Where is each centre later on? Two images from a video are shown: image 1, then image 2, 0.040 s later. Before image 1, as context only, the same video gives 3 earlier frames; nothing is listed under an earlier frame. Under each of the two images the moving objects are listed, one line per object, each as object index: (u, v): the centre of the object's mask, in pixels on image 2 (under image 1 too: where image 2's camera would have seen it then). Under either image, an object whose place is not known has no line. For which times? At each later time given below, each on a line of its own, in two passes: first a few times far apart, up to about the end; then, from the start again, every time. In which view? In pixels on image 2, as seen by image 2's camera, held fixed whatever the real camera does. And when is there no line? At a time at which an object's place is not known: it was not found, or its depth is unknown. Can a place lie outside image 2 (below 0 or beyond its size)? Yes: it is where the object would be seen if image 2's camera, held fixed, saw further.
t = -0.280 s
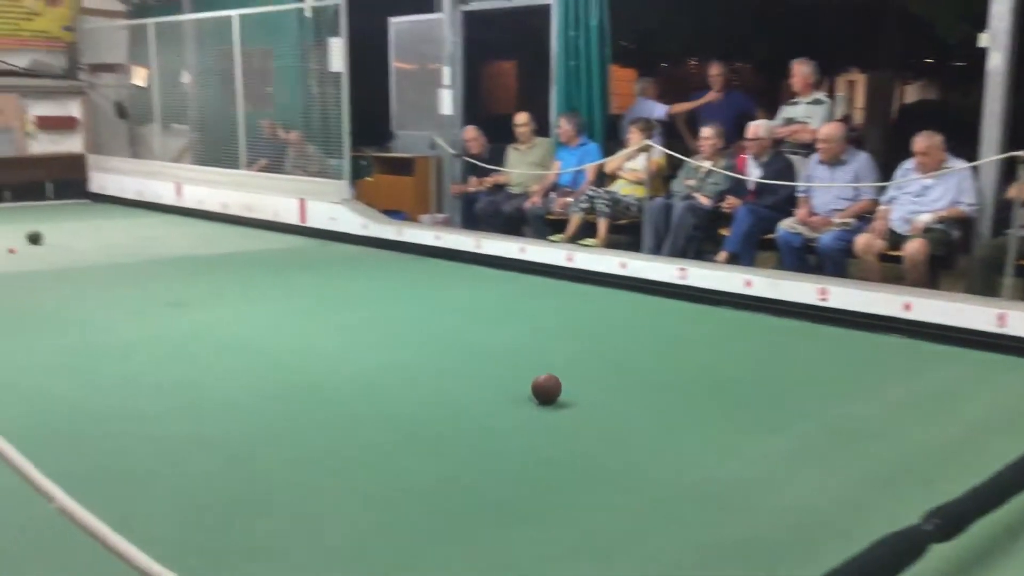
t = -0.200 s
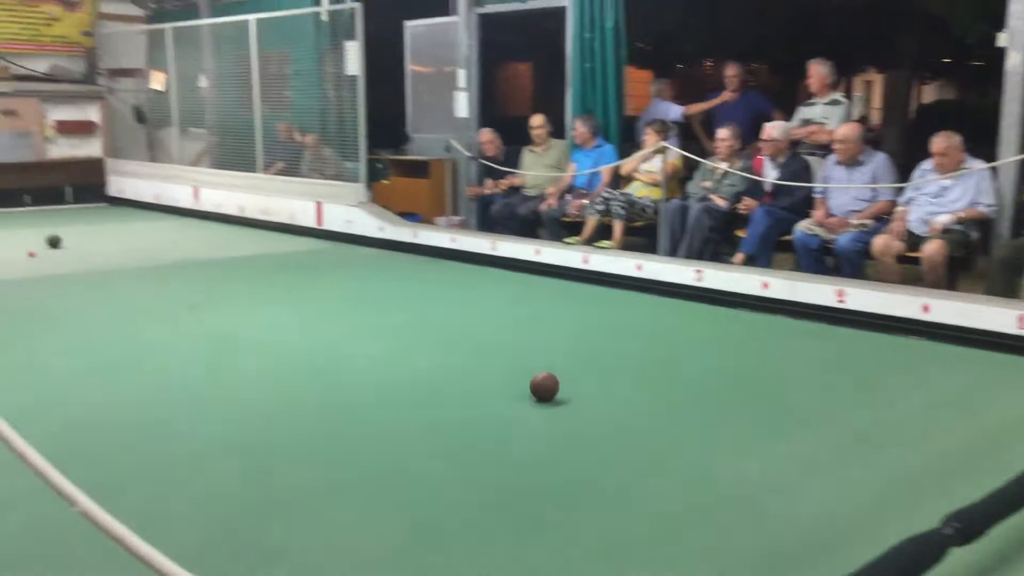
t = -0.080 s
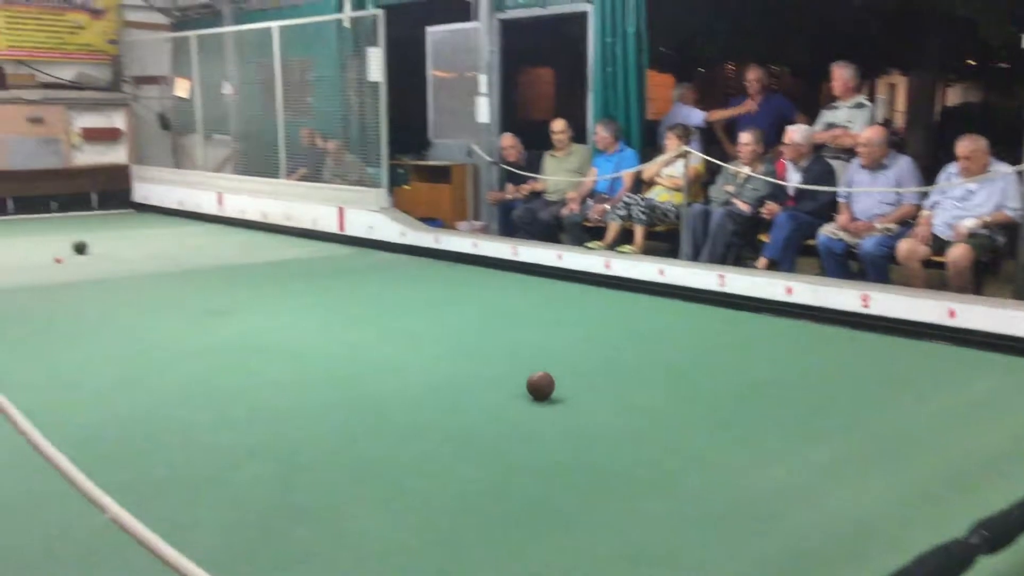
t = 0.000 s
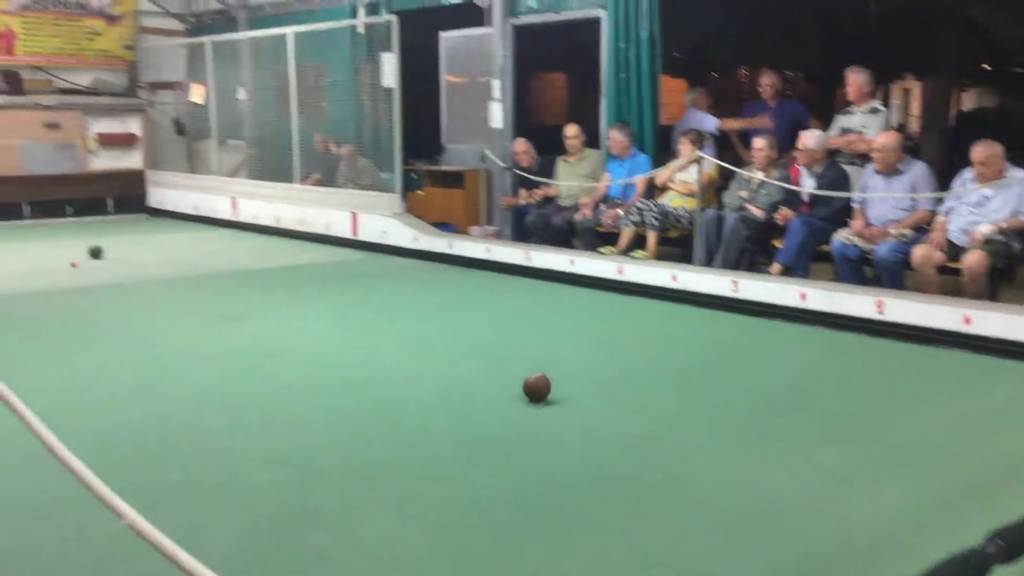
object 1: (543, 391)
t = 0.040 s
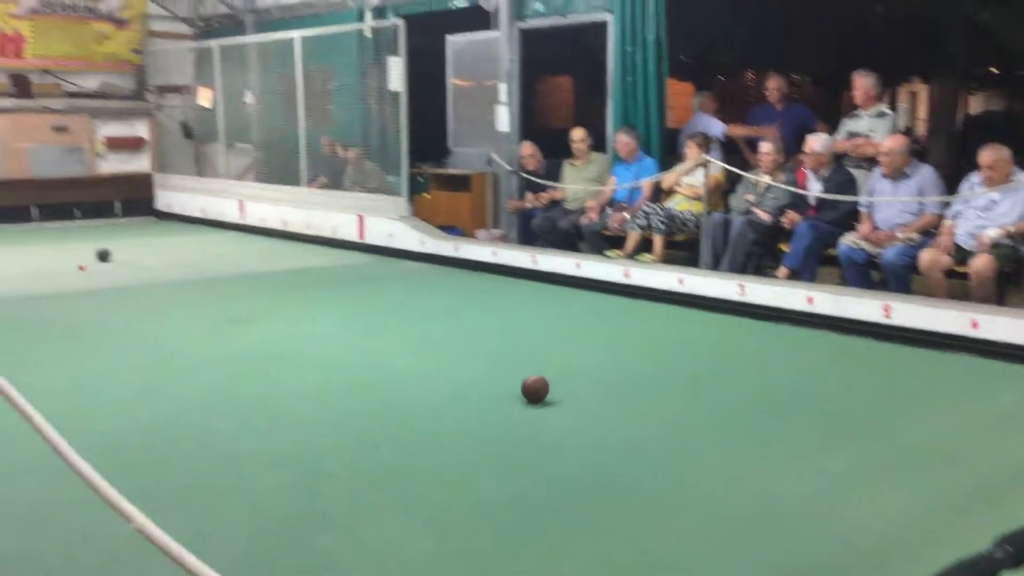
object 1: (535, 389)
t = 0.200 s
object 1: (505, 381)
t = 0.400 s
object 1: (469, 372)
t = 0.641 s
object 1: (431, 361)
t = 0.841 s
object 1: (403, 354)
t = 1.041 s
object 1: (377, 348)
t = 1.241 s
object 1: (353, 342)
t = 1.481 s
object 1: (328, 335)
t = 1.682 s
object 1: (309, 330)
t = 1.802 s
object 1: (298, 327)
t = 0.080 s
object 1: (527, 387)
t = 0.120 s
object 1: (520, 385)
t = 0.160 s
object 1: (512, 383)
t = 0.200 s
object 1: (505, 381)
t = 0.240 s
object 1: (498, 379)
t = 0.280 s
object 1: (491, 377)
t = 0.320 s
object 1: (483, 375)
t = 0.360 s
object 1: (476, 373)
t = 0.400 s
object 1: (469, 372)
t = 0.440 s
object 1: (463, 370)
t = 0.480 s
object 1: (456, 368)
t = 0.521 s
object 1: (450, 367)
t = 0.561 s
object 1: (443, 365)
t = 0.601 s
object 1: (437, 363)
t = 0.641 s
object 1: (431, 361)
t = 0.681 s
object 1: (425, 360)
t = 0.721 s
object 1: (419, 359)
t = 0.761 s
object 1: (413, 357)
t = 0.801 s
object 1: (408, 356)
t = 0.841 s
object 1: (403, 354)
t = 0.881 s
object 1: (398, 353)
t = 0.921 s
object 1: (392, 352)
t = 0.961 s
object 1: (387, 350)
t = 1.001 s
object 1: (382, 349)
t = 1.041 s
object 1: (377, 348)
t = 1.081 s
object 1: (372, 347)
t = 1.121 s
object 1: (367, 345)
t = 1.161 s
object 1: (362, 344)
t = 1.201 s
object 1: (358, 343)
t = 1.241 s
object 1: (353, 342)
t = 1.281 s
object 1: (349, 341)
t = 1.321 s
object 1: (344, 339)
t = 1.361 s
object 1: (340, 338)
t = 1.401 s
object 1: (336, 337)
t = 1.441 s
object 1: (332, 336)
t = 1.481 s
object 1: (328, 335)
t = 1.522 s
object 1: (324, 334)
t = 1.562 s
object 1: (320, 333)
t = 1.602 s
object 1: (316, 332)
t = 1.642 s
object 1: (312, 331)
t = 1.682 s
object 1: (309, 330)
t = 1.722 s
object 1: (305, 329)
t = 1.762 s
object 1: (301, 328)
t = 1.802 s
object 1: (298, 327)
